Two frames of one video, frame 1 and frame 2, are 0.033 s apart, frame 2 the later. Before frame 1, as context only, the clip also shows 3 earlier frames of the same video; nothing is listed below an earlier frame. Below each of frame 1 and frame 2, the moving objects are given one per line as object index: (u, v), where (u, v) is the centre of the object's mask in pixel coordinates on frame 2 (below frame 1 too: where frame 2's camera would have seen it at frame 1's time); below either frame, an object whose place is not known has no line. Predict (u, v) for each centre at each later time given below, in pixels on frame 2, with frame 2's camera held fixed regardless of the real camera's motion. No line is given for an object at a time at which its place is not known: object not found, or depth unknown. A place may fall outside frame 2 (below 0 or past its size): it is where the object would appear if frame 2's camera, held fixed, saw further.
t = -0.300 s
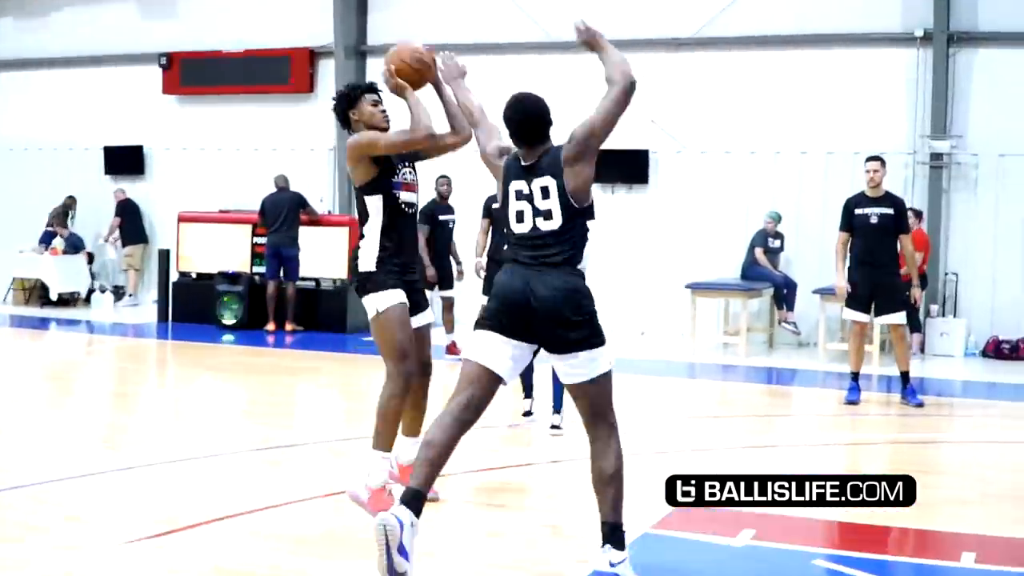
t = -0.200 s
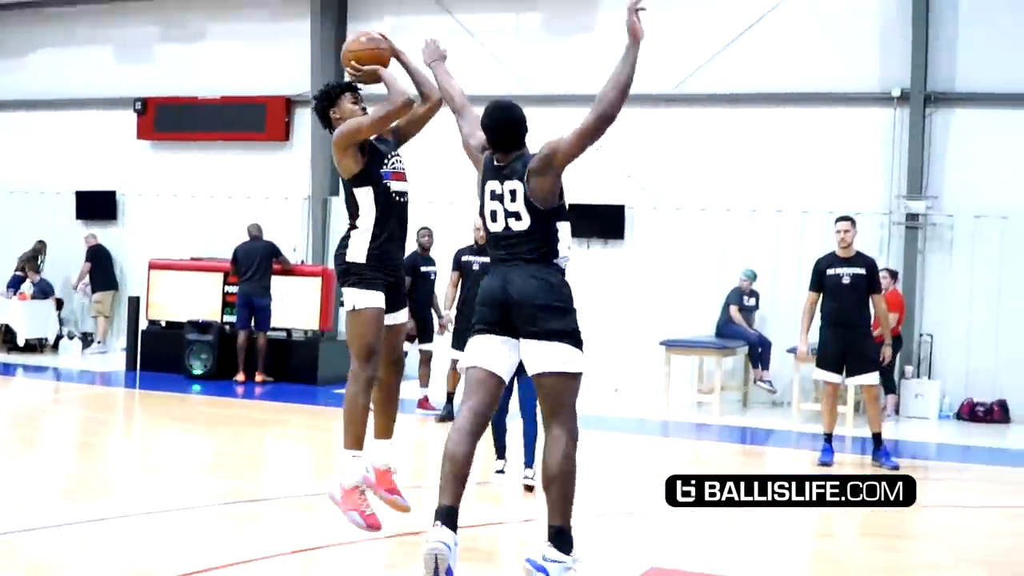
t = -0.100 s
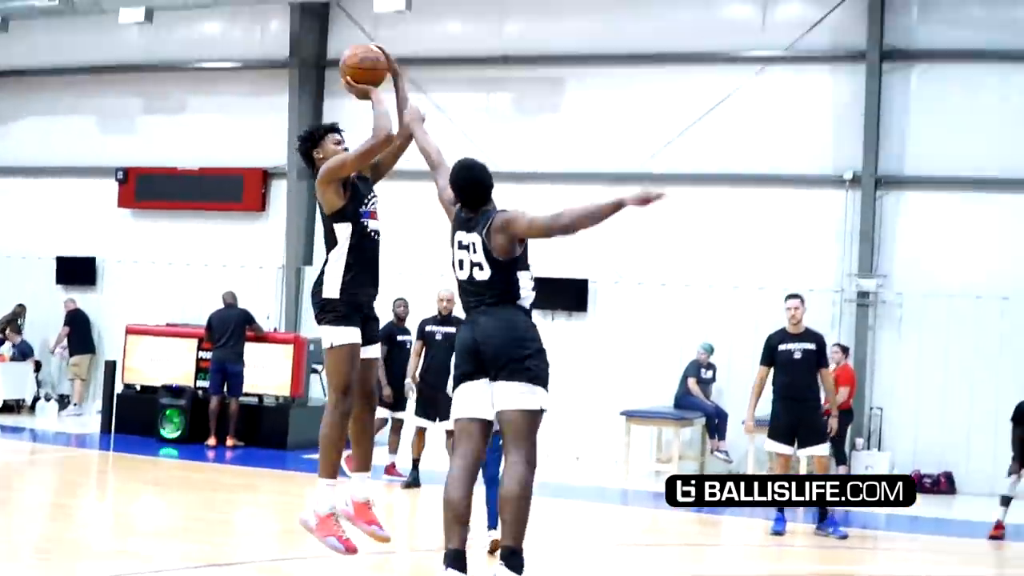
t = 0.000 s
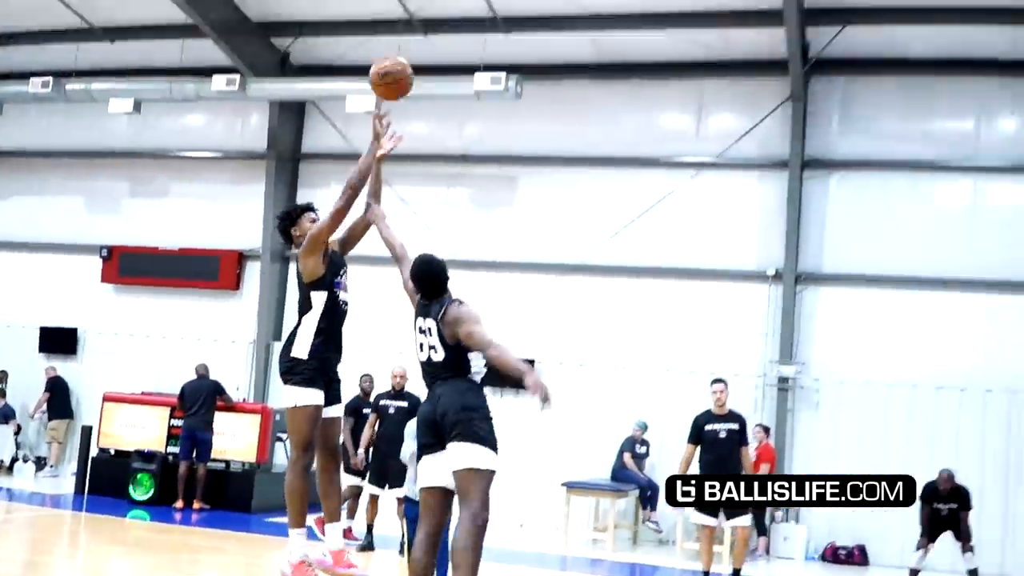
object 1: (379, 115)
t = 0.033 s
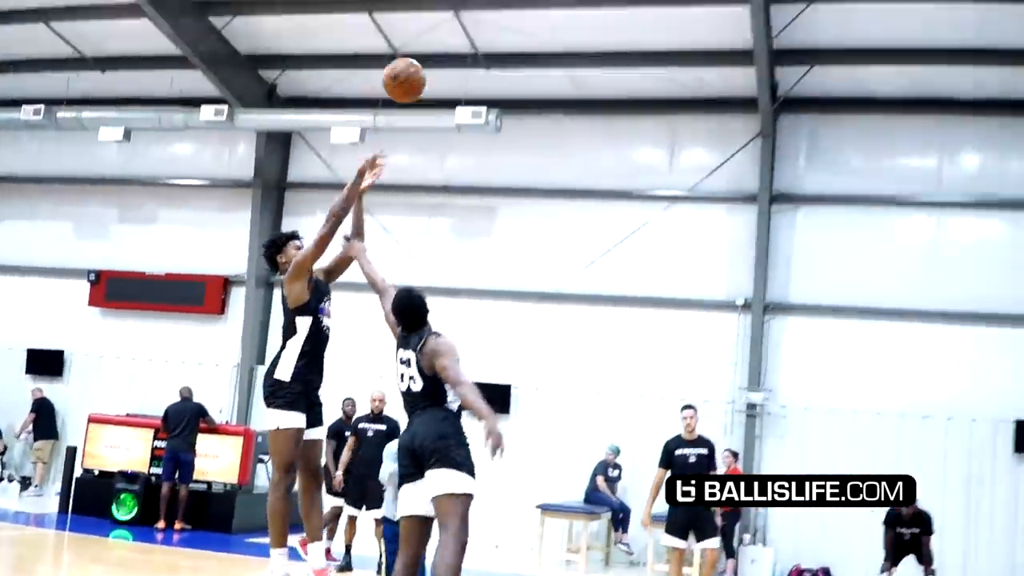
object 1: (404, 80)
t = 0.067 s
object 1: (432, 48)
